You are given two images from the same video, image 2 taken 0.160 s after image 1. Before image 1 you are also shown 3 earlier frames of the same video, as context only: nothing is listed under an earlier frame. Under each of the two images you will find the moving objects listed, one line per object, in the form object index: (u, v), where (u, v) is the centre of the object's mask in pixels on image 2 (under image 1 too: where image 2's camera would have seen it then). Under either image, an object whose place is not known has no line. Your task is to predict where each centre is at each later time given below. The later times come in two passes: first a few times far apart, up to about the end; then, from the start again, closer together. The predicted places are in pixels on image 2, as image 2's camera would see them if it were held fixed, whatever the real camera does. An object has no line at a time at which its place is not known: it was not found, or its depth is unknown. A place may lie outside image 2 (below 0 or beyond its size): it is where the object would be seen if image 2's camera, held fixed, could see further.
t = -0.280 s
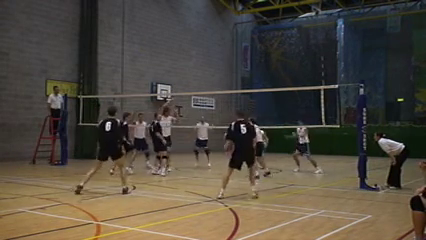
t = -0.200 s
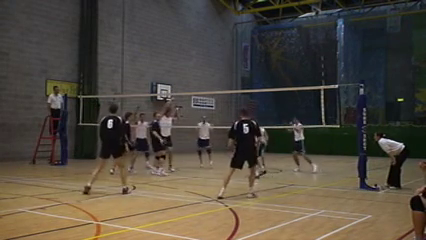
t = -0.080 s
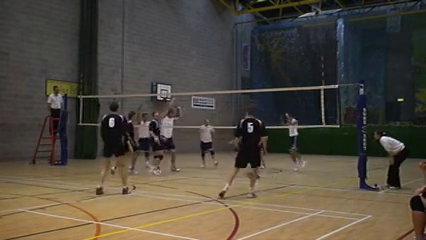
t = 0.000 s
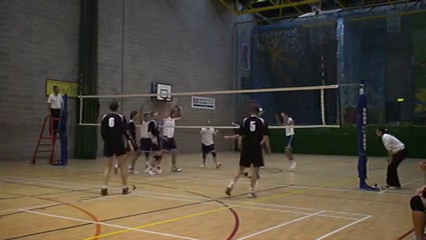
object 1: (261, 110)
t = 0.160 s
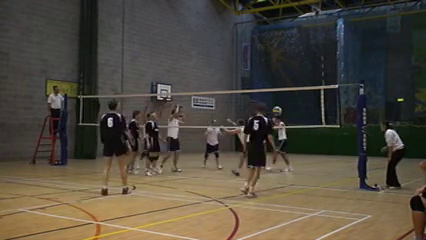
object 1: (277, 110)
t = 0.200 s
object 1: (281, 112)
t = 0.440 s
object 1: (310, 134)
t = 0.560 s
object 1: (325, 153)
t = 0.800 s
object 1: (355, 169)
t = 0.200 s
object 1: (281, 112)
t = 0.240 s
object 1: (286, 113)
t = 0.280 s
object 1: (291, 116)
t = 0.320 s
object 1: (296, 119)
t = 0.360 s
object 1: (300, 123)
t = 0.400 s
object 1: (305, 128)
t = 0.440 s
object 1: (310, 134)
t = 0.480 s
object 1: (315, 140)
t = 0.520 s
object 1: (320, 147)
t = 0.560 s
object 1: (325, 153)
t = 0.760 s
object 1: (350, 174)
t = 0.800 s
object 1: (355, 169)
